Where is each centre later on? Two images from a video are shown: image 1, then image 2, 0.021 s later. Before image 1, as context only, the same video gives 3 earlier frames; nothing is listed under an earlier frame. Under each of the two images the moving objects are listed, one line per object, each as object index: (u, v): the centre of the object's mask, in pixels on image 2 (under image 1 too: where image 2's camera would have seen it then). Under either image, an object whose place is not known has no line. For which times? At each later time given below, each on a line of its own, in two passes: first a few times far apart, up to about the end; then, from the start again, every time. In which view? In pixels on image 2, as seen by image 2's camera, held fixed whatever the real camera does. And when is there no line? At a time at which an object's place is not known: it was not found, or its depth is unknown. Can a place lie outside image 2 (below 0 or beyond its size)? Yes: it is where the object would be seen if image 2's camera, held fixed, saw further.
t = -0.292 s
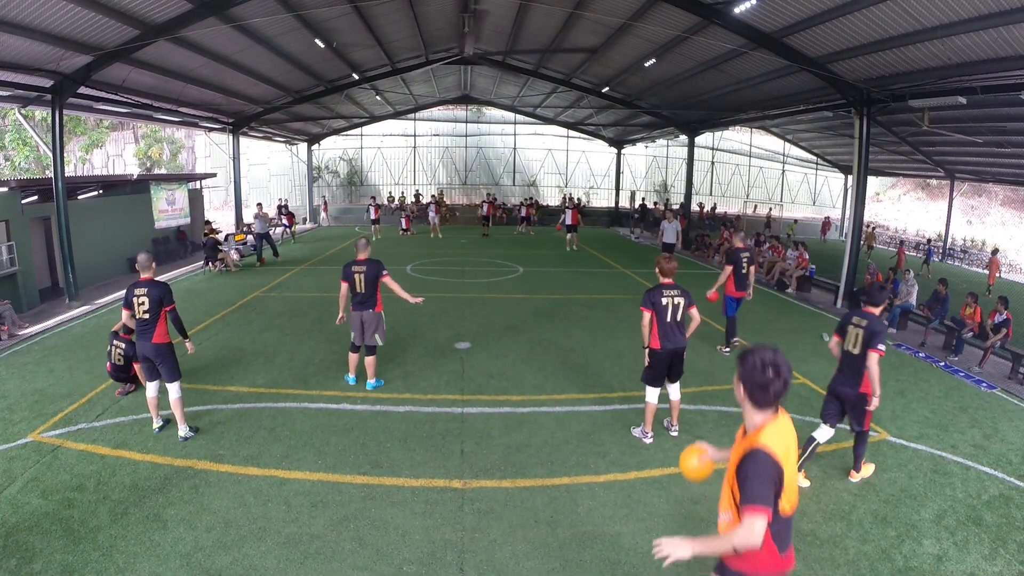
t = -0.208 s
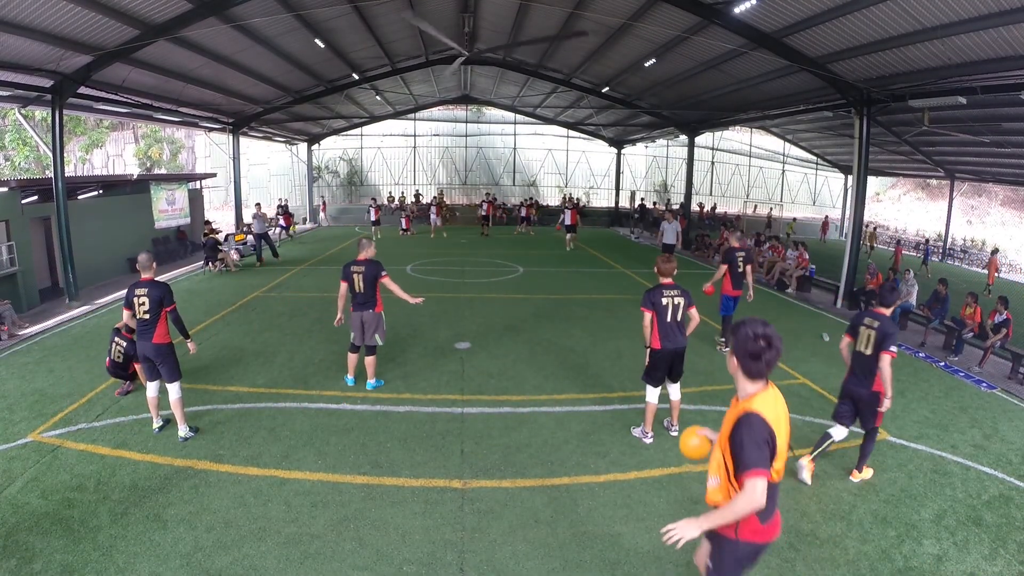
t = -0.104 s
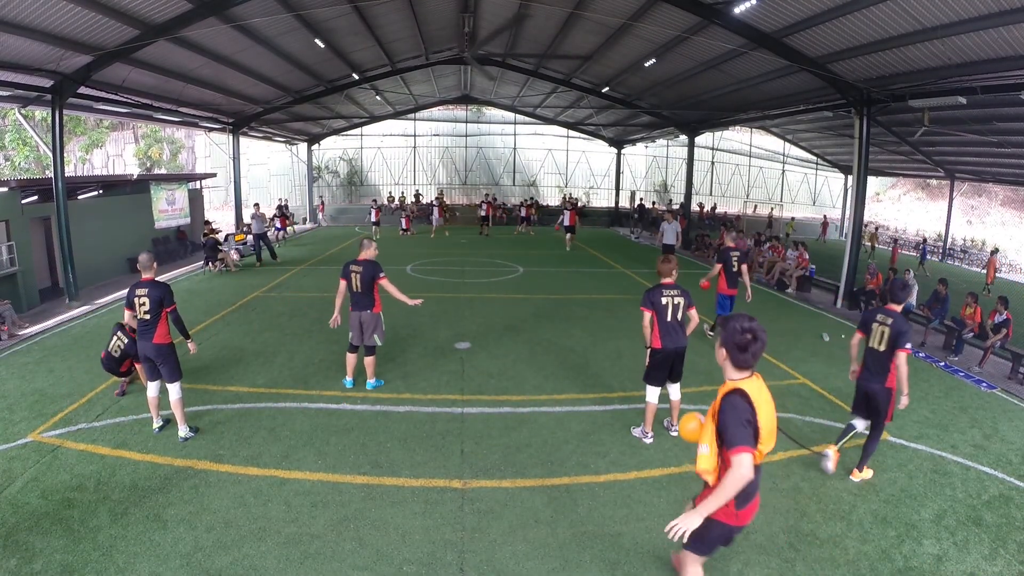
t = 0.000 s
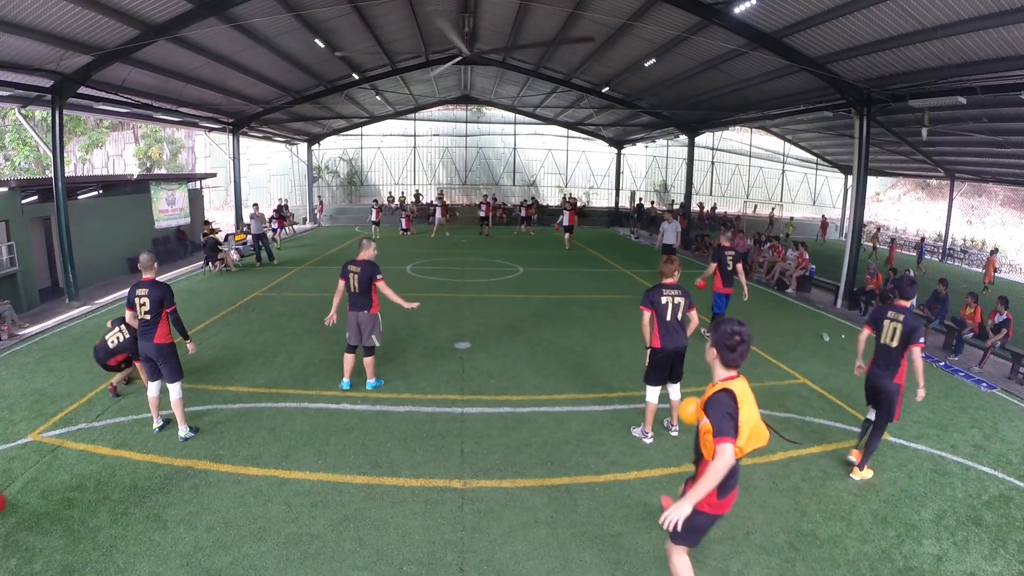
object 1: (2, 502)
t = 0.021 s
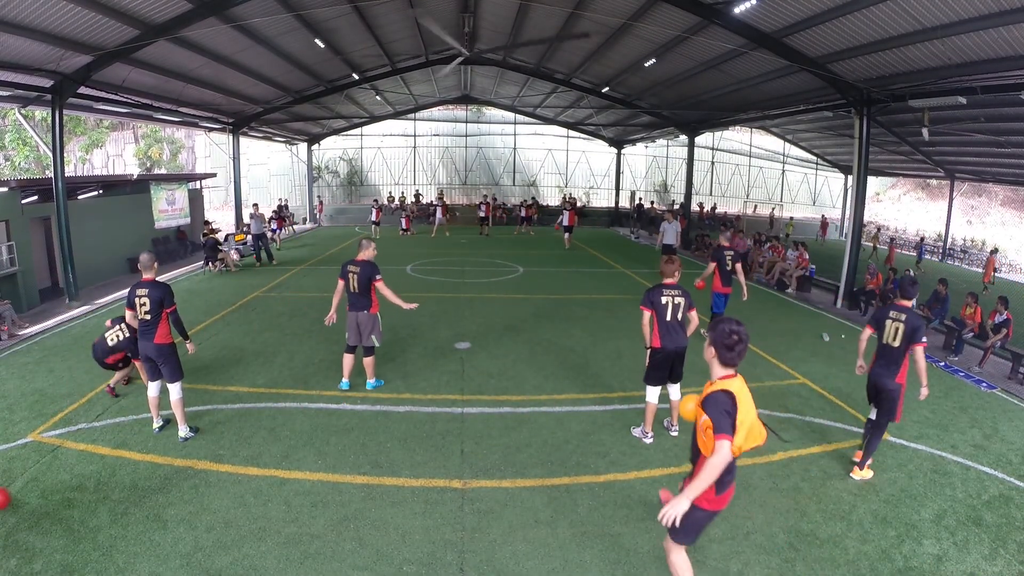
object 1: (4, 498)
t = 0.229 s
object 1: (40, 471)
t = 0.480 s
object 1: (75, 449)
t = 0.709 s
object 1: (101, 431)
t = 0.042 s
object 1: (7, 496)
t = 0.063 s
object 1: (10, 493)
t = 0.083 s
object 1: (16, 491)
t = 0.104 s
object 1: (21, 489)
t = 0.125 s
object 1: (27, 488)
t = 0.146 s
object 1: (31, 485)
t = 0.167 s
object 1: (33, 481)
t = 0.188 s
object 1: (35, 477)
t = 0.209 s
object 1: (37, 474)
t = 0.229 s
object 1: (40, 471)
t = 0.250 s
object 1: (43, 469)
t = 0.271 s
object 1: (46, 467)
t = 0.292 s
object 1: (49, 465)
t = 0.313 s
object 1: (52, 464)
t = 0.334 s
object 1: (55, 463)
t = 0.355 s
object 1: (59, 463)
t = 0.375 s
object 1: (62, 461)
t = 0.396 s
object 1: (64, 458)
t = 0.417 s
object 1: (66, 455)
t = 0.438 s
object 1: (69, 453)
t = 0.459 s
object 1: (72, 451)
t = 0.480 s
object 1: (75, 449)
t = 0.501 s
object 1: (78, 448)
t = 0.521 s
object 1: (80, 447)
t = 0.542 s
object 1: (83, 445)
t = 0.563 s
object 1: (85, 443)
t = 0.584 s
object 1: (88, 441)
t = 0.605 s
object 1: (90, 438)
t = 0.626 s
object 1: (92, 437)
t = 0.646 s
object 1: (95, 436)
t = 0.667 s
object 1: (97, 434)
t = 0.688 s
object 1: (99, 432)
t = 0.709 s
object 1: (101, 431)
